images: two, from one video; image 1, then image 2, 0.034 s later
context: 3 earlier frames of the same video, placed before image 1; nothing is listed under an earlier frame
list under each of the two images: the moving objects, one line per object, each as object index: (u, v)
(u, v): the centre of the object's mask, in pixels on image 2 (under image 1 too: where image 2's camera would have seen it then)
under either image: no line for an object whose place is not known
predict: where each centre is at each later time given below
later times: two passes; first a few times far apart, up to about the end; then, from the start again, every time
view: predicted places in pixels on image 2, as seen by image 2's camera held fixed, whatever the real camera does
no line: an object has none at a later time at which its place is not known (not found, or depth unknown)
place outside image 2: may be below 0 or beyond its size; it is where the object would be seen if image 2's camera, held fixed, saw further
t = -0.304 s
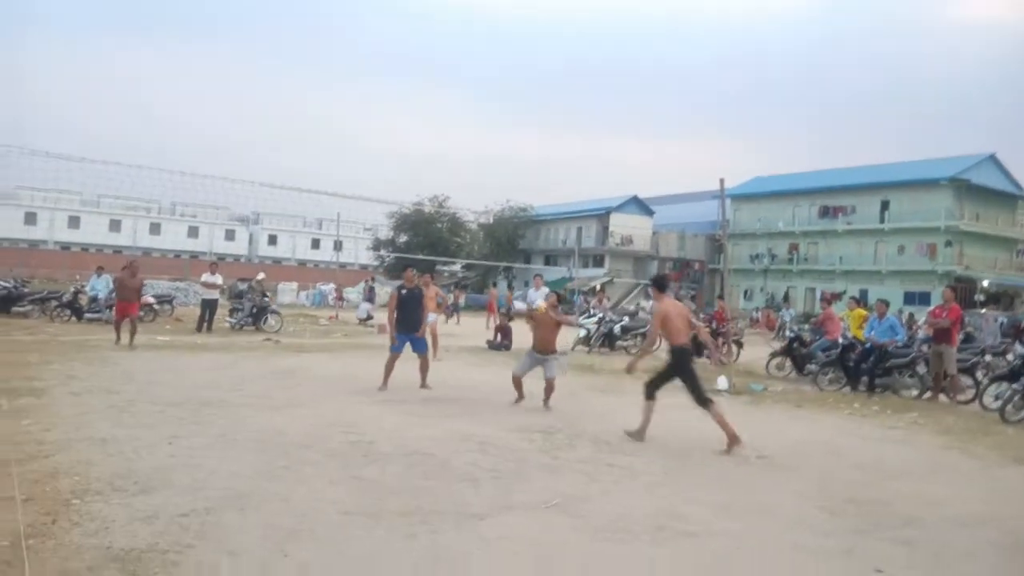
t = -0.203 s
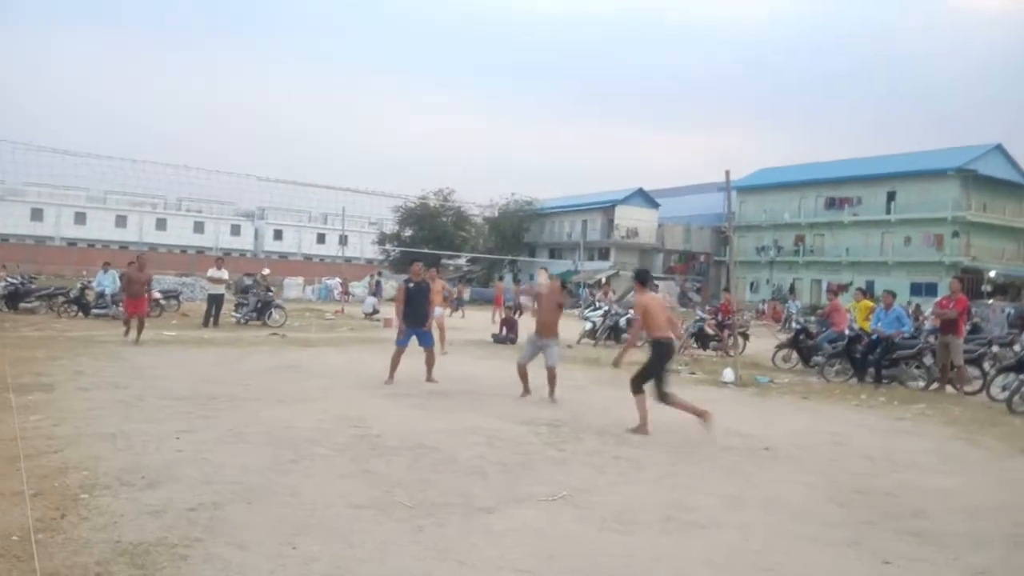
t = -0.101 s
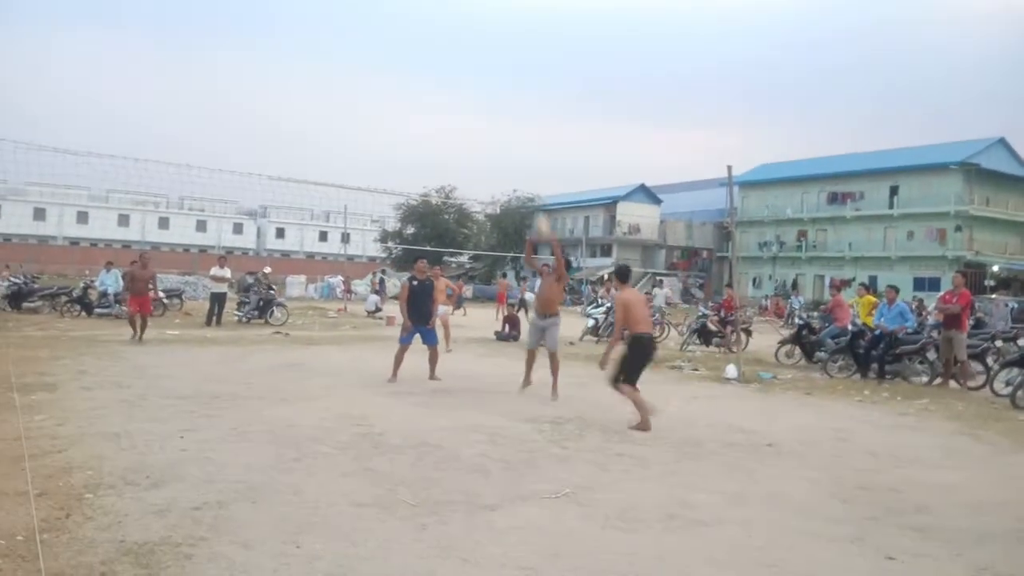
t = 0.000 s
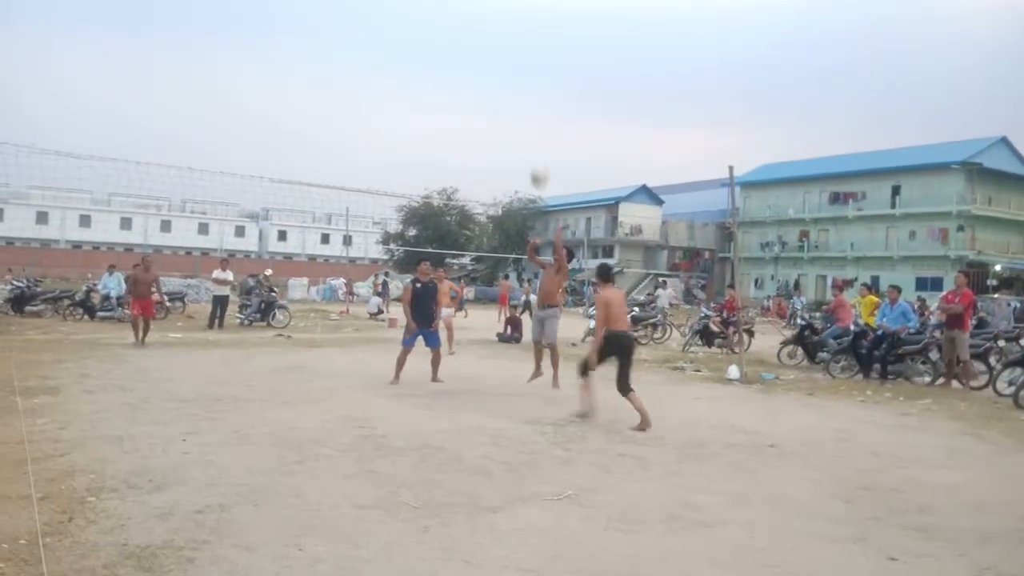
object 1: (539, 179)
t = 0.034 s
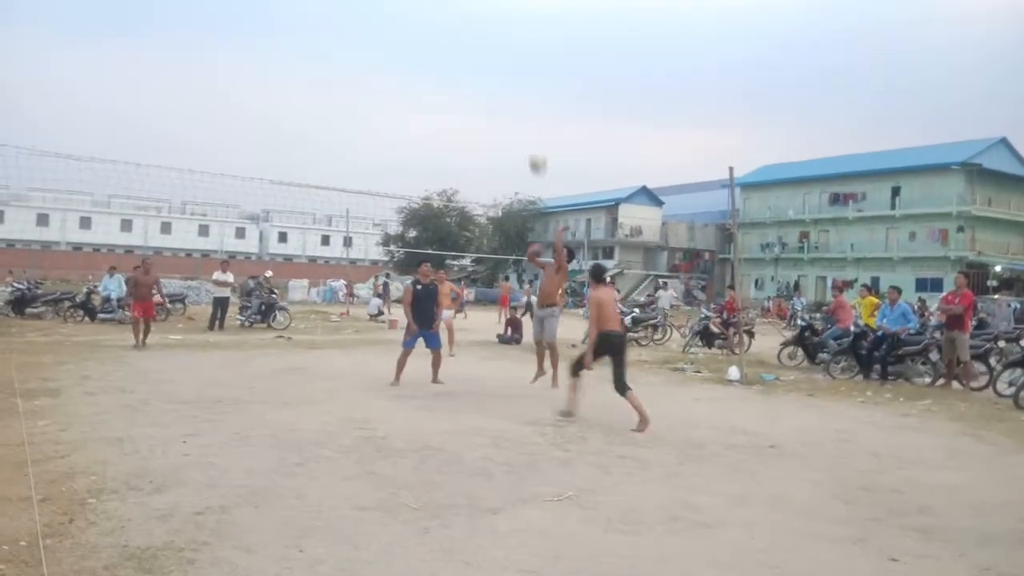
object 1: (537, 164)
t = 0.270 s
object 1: (529, 86)
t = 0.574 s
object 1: (515, 57)
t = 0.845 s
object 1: (504, 101)
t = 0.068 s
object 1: (536, 151)
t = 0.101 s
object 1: (534, 137)
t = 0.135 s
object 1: (533, 125)
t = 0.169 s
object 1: (533, 114)
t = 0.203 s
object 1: (531, 104)
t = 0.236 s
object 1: (530, 94)
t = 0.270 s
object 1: (529, 86)
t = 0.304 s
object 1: (527, 79)
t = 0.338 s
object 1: (525, 73)
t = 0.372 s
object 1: (525, 68)
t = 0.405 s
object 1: (523, 63)
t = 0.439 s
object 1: (521, 59)
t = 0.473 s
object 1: (520, 57)
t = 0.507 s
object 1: (519, 57)
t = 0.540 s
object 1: (517, 57)
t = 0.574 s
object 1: (515, 57)
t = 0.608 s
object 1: (515, 59)
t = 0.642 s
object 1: (513, 62)
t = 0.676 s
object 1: (511, 66)
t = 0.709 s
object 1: (511, 70)
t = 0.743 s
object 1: (509, 77)
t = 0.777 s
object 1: (507, 84)
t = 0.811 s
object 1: (506, 92)
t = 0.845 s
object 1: (504, 101)
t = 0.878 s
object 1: (503, 111)
